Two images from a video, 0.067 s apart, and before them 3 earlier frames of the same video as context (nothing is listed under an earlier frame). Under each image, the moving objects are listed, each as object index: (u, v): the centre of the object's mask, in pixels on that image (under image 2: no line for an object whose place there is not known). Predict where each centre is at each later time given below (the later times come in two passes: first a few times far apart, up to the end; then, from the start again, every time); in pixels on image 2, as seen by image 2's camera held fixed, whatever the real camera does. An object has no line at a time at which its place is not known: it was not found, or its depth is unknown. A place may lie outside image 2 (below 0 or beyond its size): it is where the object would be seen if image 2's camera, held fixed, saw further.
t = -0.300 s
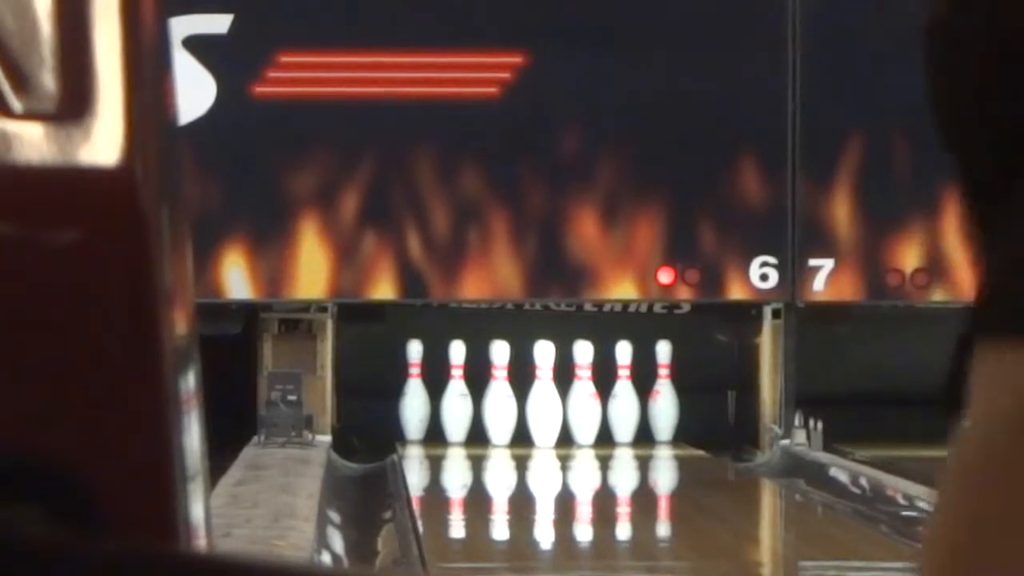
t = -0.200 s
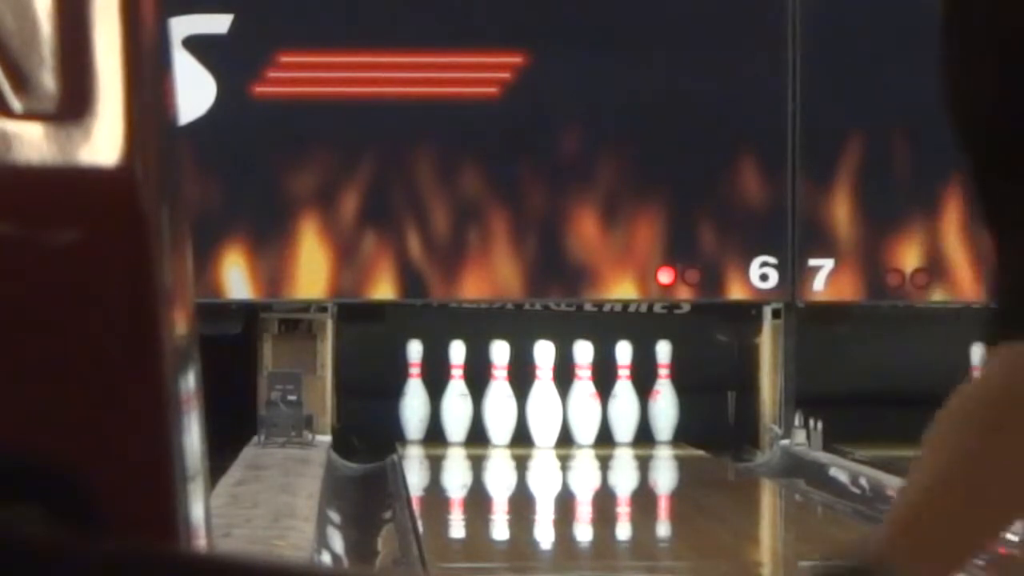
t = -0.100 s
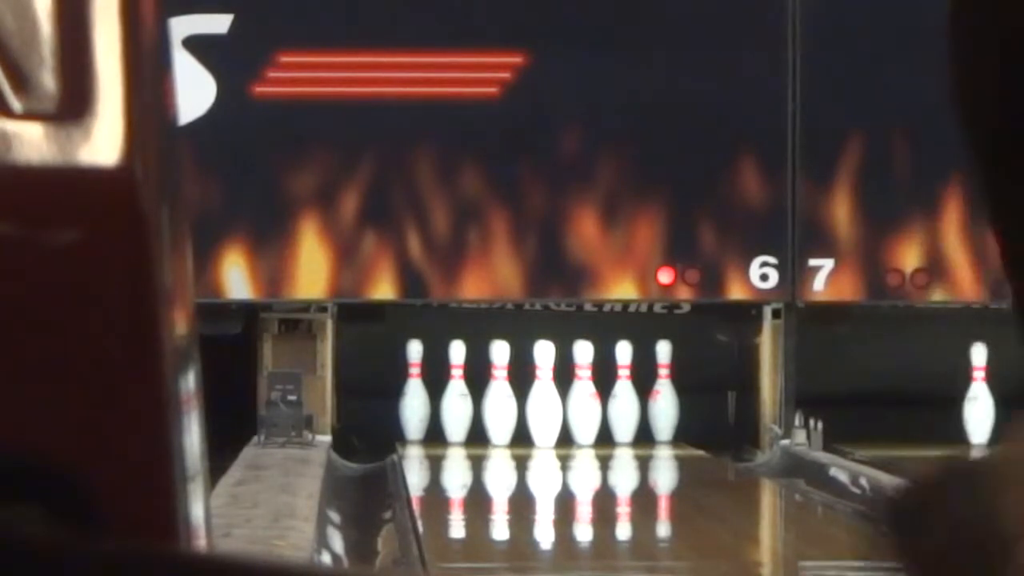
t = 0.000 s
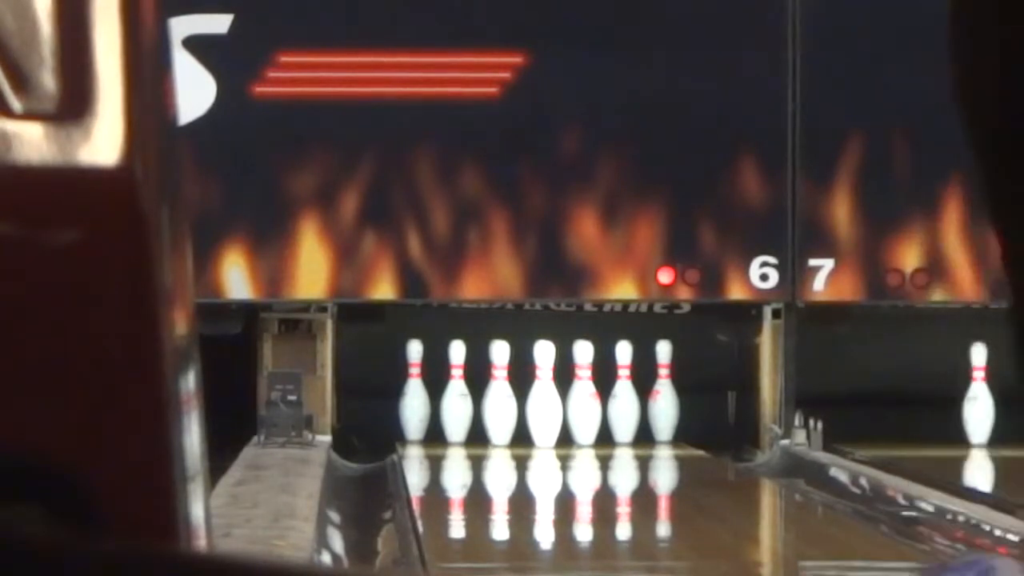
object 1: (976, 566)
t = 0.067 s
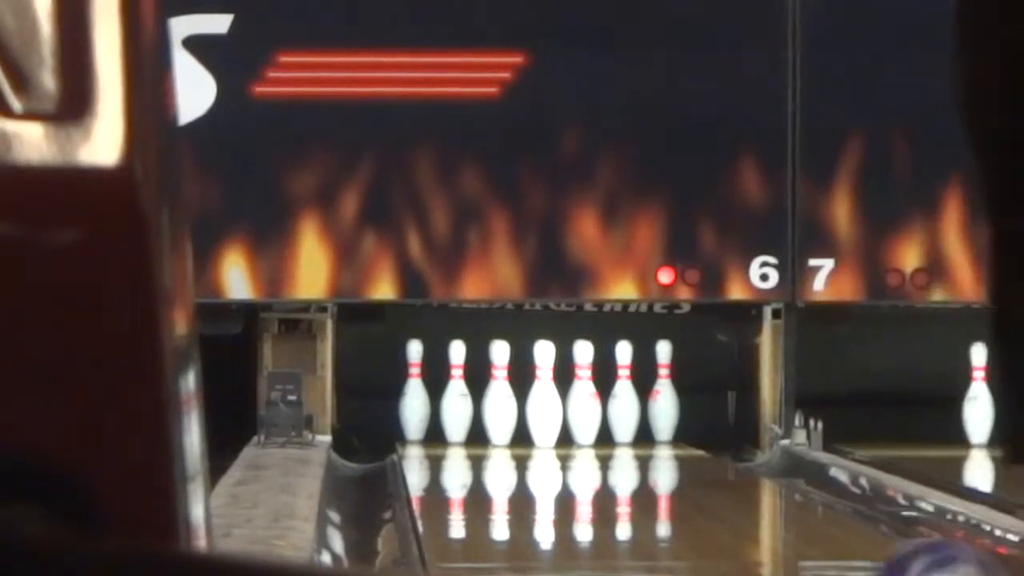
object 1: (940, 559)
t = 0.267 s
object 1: (844, 546)
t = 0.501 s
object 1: (768, 528)
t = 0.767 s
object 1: (701, 500)
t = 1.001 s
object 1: (656, 475)
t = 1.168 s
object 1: (630, 463)
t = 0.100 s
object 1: (922, 558)
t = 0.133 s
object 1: (905, 555)
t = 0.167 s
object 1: (888, 554)
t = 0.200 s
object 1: (873, 551)
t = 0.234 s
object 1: (860, 549)
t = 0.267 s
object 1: (844, 546)
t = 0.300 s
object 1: (833, 544)
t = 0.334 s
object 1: (820, 542)
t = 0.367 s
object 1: (808, 540)
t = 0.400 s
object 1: (797, 537)
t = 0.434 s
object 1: (786, 536)
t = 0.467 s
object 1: (776, 531)
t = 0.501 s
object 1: (768, 528)
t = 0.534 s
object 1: (759, 525)
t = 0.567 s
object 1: (749, 522)
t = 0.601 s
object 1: (741, 519)
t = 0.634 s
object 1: (732, 515)
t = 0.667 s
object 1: (723, 510)
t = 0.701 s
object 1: (715, 507)
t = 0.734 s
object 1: (707, 503)
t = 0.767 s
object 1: (701, 500)
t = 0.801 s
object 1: (696, 495)
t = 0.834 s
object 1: (690, 491)
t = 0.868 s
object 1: (682, 487)
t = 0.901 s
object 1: (675, 485)
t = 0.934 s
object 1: (668, 481)
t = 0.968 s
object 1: (662, 478)
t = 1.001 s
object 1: (656, 475)
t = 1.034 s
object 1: (651, 473)
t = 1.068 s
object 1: (647, 470)
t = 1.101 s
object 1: (640, 468)
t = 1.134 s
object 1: (637, 466)
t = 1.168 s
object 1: (630, 463)
